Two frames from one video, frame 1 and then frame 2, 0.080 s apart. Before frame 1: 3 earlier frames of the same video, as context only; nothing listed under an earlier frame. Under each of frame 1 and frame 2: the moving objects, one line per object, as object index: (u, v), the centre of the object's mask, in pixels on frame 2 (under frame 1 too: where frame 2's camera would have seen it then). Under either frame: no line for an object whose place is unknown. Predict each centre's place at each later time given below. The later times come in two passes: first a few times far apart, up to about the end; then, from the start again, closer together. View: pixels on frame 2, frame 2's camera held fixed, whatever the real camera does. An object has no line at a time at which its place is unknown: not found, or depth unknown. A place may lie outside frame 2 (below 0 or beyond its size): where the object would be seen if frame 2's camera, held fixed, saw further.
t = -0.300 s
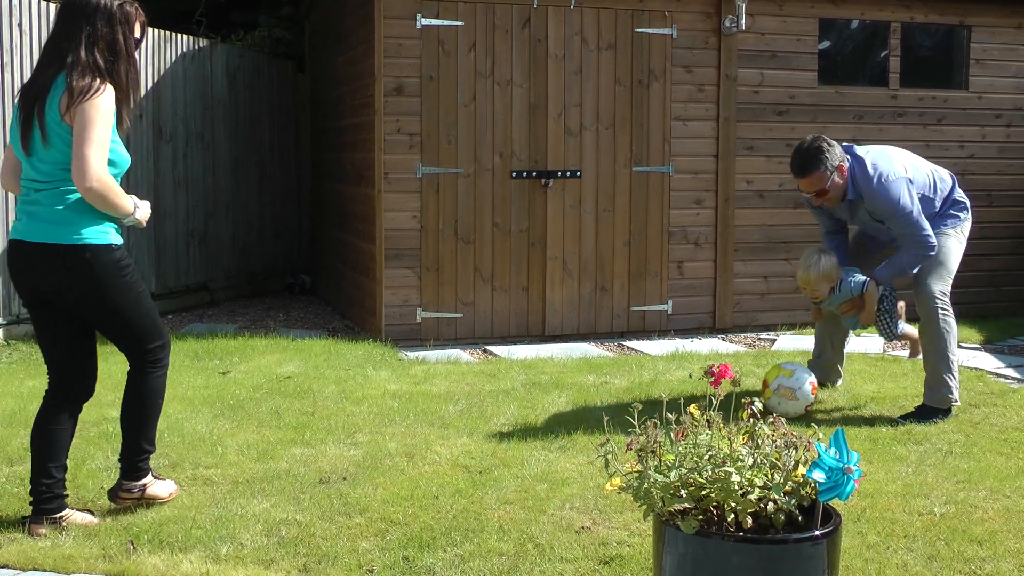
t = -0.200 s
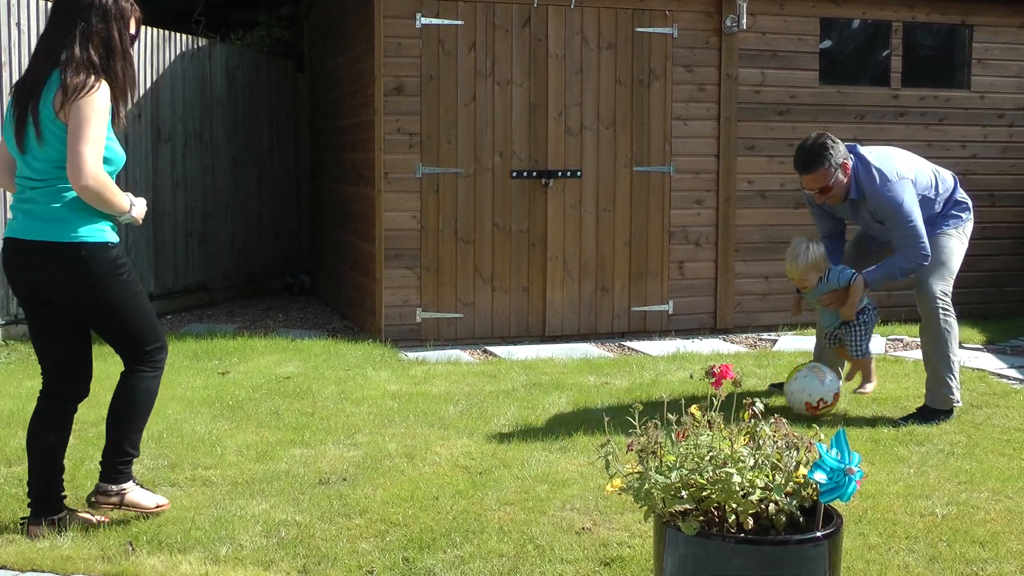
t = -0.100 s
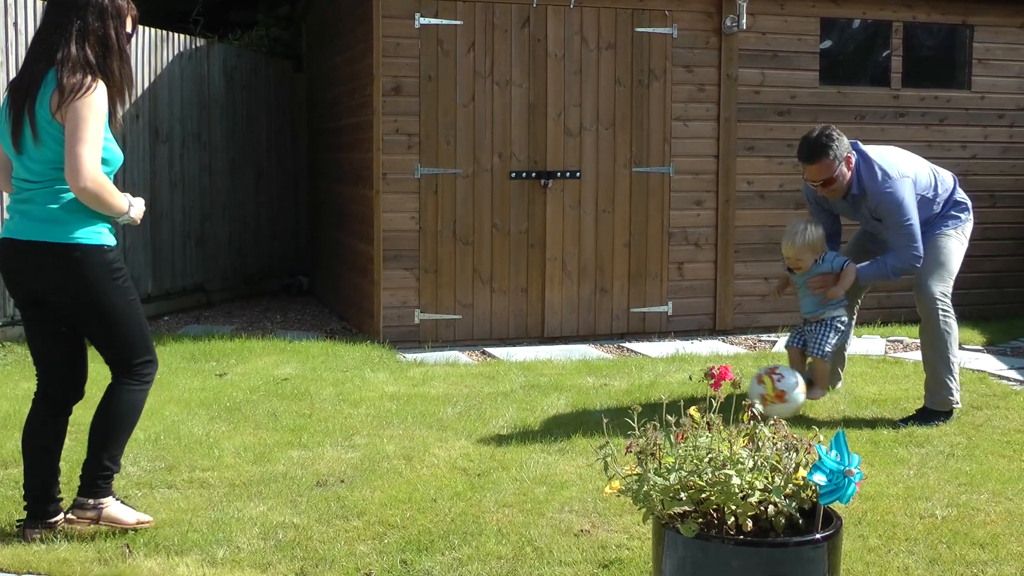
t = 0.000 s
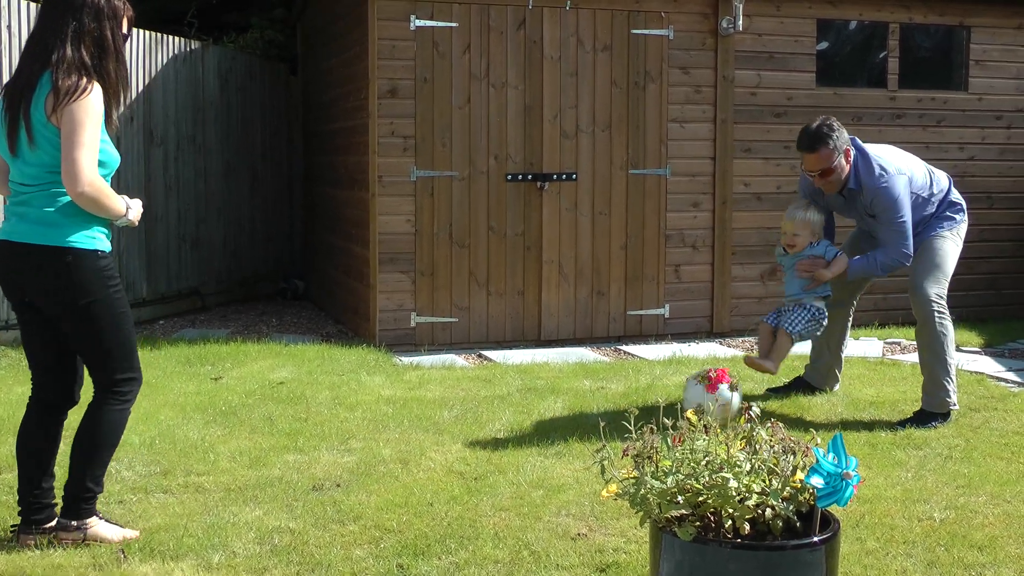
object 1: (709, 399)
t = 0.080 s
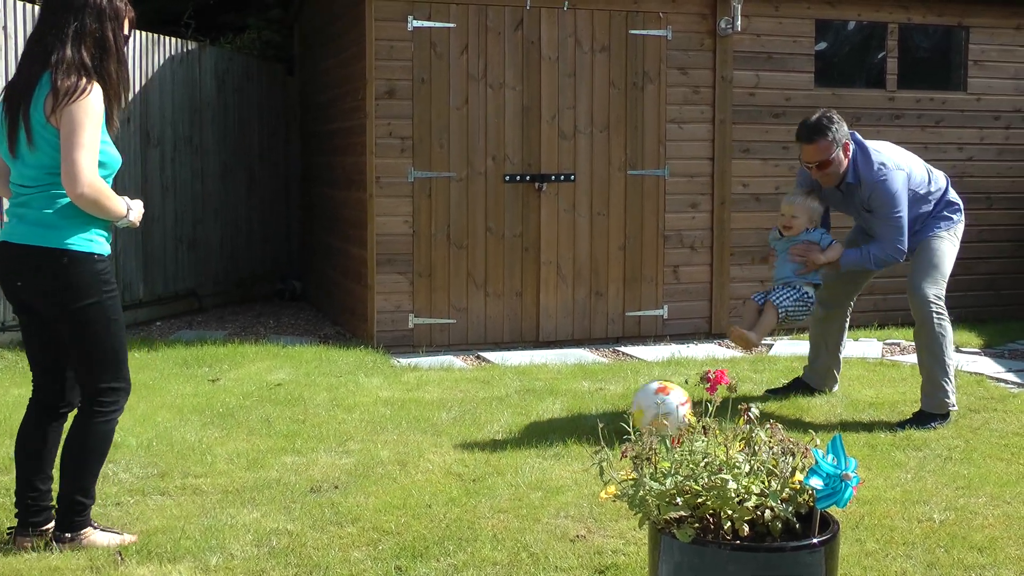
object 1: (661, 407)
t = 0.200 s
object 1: (609, 418)
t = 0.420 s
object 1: (556, 432)
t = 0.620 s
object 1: (514, 437)
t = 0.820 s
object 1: (479, 445)
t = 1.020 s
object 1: (452, 454)
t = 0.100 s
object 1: (652, 409)
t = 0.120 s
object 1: (641, 410)
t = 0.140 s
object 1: (631, 413)
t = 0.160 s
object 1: (622, 415)
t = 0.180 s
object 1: (615, 417)
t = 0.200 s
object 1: (609, 418)
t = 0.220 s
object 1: (603, 418)
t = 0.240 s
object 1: (598, 419)
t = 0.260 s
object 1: (593, 420)
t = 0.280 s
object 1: (589, 422)
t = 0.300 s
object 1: (583, 423)
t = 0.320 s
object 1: (579, 425)
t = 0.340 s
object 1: (573, 427)
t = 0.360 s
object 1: (569, 428)
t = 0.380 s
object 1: (564, 429)
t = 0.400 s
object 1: (560, 430)
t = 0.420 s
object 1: (556, 432)
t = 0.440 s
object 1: (551, 432)
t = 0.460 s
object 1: (547, 433)
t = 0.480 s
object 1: (543, 434)
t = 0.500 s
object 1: (538, 434)
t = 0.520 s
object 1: (534, 434)
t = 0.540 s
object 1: (530, 435)
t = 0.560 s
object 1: (526, 435)
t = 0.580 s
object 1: (522, 435)
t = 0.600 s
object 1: (518, 436)
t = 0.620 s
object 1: (514, 437)
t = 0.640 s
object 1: (510, 438)
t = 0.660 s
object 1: (506, 439)
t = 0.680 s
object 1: (503, 439)
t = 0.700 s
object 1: (500, 440)
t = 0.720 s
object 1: (496, 441)
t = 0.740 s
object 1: (492, 443)
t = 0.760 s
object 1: (488, 444)
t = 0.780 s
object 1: (485, 444)
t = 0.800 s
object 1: (482, 444)
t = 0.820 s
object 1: (479, 445)
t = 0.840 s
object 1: (476, 446)
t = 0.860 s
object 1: (473, 447)
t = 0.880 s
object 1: (470, 449)
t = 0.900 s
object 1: (467, 451)
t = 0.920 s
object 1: (464, 452)
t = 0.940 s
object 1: (461, 452)
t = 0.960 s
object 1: (459, 452)
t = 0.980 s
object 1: (457, 453)
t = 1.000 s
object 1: (454, 453)
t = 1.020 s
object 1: (452, 454)
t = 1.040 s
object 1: (449, 454)
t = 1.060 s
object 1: (447, 454)
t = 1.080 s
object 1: (445, 455)
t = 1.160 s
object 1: (436, 458)
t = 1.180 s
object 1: (434, 459)
